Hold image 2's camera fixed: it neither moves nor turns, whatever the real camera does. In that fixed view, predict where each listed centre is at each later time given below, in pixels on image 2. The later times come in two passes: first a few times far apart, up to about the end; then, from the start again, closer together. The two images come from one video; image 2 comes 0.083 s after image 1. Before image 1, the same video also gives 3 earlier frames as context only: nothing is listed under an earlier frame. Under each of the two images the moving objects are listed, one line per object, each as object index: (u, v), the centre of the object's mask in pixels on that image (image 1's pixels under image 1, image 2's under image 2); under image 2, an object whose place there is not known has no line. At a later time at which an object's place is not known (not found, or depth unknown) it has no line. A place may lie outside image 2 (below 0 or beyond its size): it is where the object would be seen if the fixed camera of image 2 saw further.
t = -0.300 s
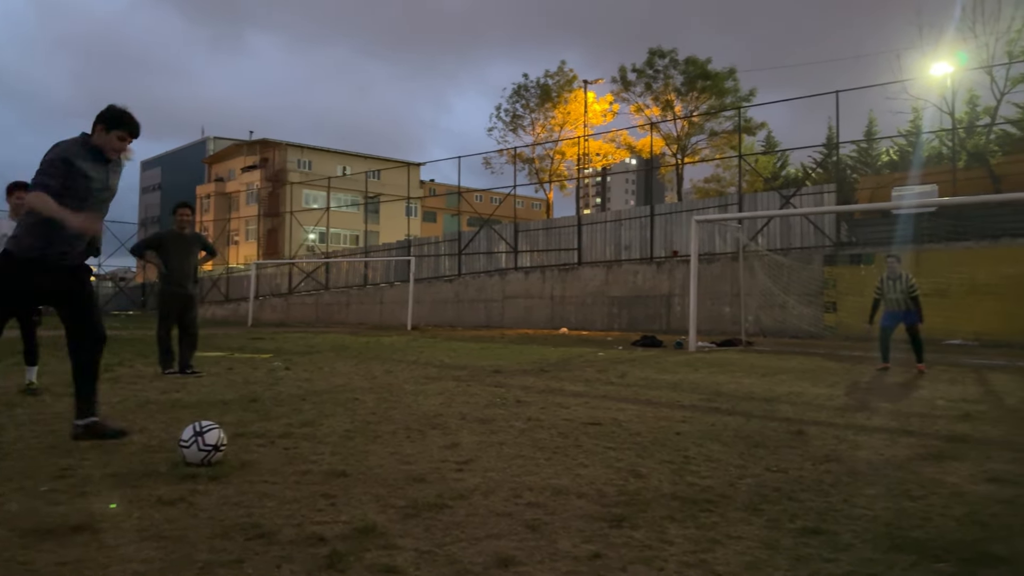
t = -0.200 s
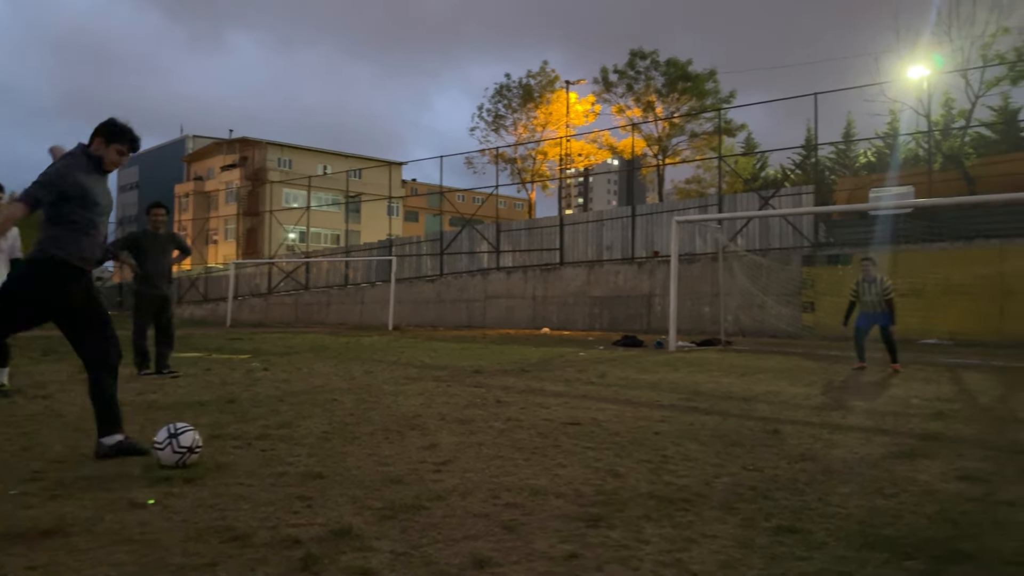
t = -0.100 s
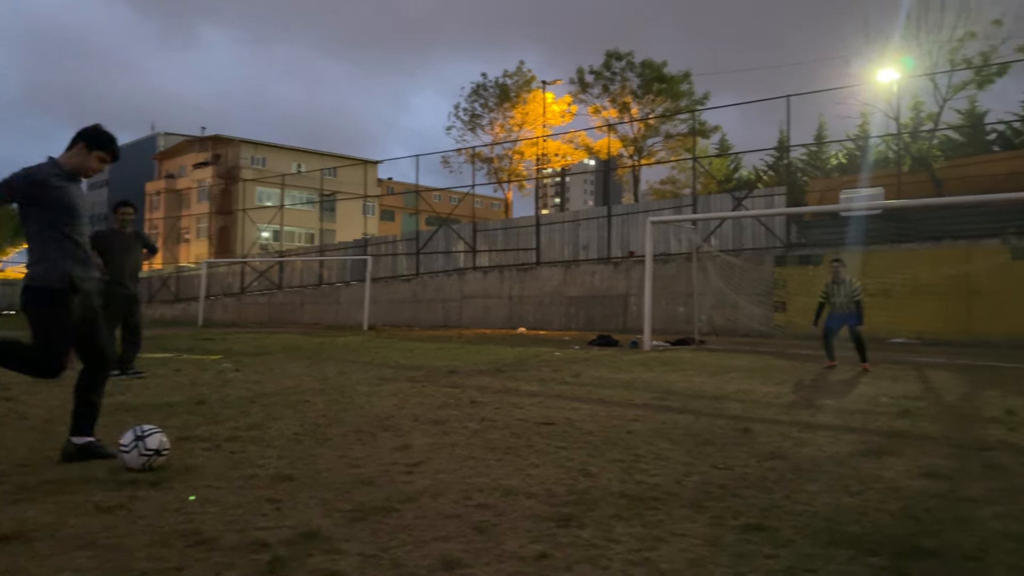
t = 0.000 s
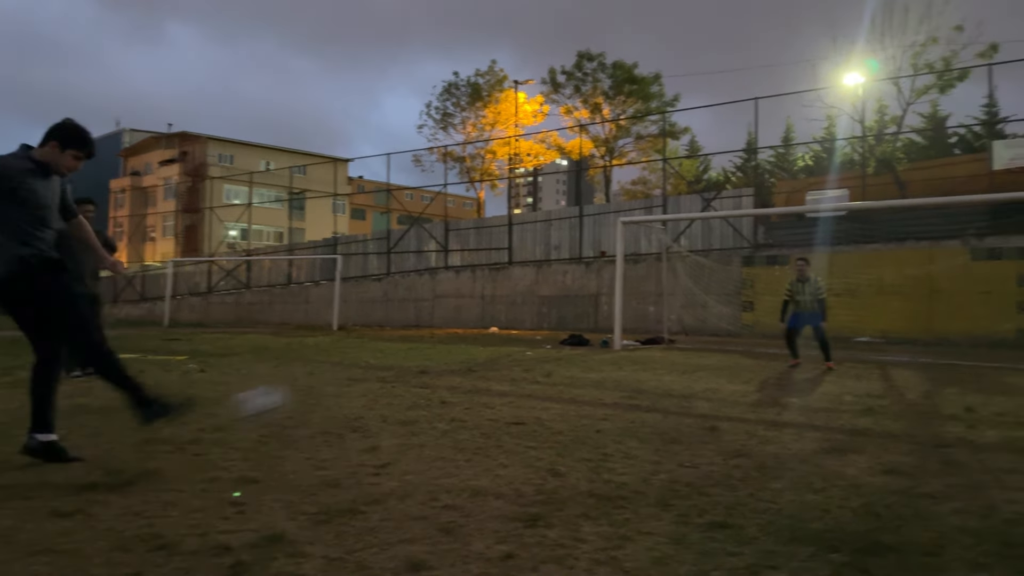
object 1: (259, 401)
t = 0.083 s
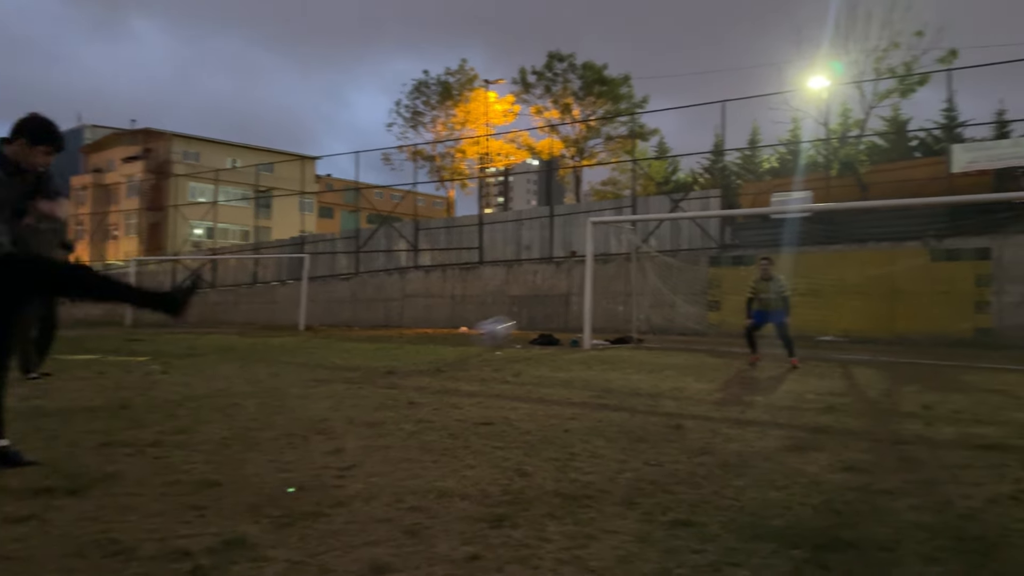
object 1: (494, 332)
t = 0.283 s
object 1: (806, 259)
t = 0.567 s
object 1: (998, 232)
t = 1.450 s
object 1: (1020, 342)
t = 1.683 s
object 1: (958, 342)
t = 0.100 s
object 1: (534, 319)
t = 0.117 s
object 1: (566, 311)
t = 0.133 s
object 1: (602, 305)
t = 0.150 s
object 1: (631, 298)
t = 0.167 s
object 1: (657, 292)
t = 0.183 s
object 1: (684, 286)
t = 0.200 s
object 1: (708, 281)
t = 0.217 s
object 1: (730, 275)
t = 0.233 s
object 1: (751, 269)
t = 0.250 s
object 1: (770, 266)
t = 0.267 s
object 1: (789, 263)
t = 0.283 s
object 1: (806, 259)
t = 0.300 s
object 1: (822, 256)
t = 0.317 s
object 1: (838, 252)
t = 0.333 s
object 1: (852, 249)
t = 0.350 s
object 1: (865, 246)
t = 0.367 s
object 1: (879, 243)
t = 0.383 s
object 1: (891, 242)
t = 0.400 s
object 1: (904, 240)
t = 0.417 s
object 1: (915, 239)
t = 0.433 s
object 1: (926, 237)
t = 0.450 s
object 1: (935, 236)
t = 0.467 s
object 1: (945, 235)
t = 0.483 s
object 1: (956, 233)
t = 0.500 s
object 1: (965, 233)
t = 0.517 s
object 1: (974, 232)
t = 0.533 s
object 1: (982, 232)
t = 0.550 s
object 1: (990, 232)
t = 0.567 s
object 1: (998, 232)
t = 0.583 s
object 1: (1006, 231)
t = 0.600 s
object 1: (1014, 231)
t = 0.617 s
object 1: (1021, 231)
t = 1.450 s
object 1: (1020, 342)
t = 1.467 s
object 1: (1016, 341)
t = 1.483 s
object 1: (1011, 340)
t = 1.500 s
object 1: (1007, 339)
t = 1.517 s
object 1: (1002, 338)
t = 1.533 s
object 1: (997, 338)
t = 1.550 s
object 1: (993, 338)
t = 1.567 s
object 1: (989, 338)
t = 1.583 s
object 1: (983, 338)
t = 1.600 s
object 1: (980, 338)
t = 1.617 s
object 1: (975, 339)
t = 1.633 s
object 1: (971, 339)
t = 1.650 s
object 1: (967, 340)
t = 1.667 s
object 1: (963, 341)
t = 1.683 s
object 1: (958, 342)
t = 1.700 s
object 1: (954, 343)
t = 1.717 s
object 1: (950, 344)
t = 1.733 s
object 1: (945, 346)
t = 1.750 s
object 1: (940, 348)
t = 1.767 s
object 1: (936, 349)
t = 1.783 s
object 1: (932, 352)
